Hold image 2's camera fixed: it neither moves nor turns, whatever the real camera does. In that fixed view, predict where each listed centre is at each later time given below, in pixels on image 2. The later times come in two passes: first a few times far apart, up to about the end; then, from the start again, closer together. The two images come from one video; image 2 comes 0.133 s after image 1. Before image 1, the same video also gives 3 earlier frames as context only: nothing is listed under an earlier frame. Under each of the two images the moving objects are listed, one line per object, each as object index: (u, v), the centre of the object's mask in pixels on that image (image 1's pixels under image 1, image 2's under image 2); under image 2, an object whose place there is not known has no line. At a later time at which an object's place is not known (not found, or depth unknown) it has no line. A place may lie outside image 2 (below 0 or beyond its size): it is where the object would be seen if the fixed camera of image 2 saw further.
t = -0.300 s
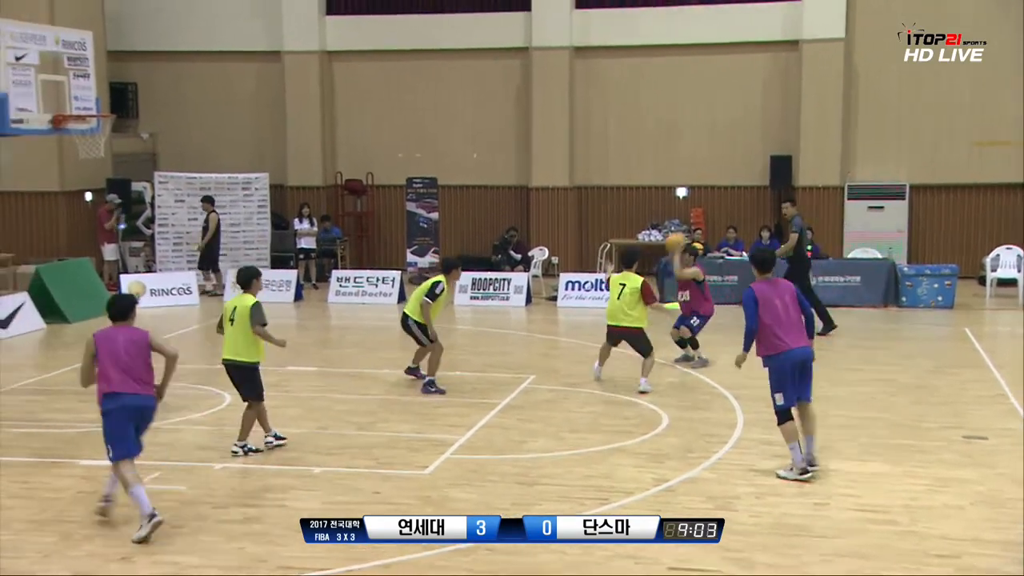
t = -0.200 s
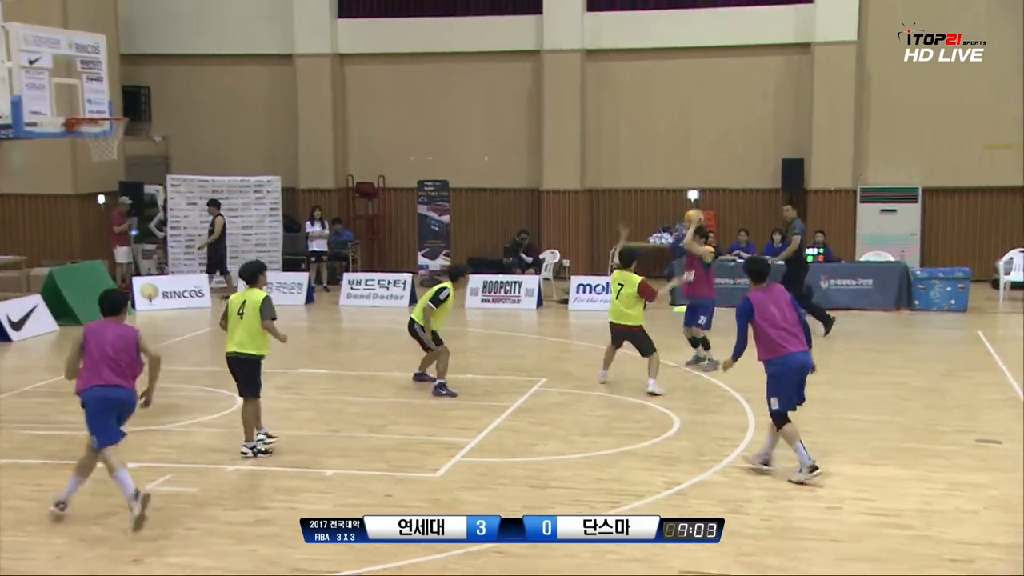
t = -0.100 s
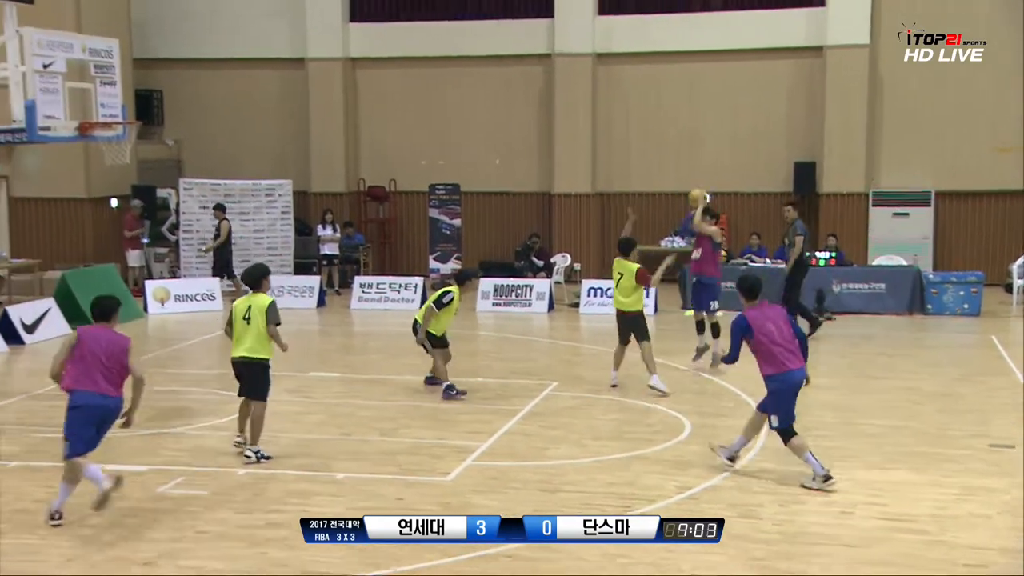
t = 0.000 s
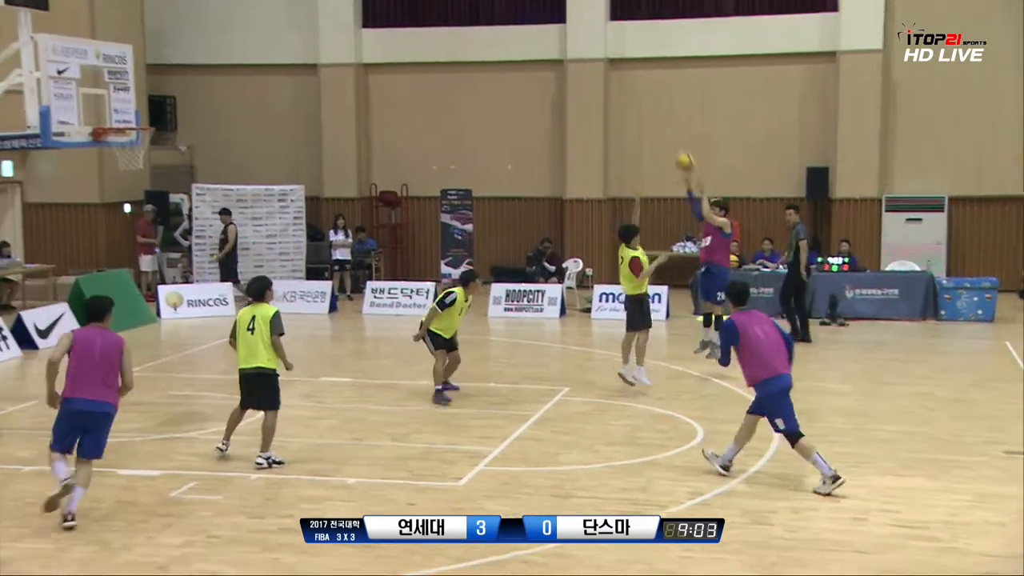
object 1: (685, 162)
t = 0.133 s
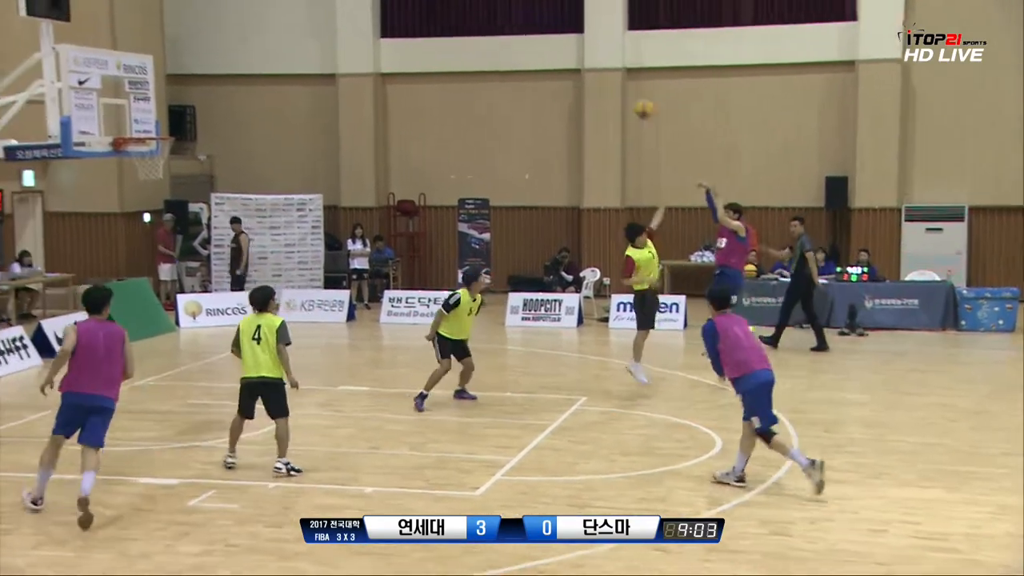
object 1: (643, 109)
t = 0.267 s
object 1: (588, 61)
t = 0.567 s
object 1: (455, 4)
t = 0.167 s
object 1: (630, 94)
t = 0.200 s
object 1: (616, 81)
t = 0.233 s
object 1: (601, 73)
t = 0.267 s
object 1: (588, 61)
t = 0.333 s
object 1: (558, 42)
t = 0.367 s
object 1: (544, 33)
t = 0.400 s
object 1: (529, 26)
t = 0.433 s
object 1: (514, 20)
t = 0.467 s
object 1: (499, 14)
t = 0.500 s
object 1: (484, 10)
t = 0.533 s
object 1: (469, 6)
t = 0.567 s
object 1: (455, 4)
